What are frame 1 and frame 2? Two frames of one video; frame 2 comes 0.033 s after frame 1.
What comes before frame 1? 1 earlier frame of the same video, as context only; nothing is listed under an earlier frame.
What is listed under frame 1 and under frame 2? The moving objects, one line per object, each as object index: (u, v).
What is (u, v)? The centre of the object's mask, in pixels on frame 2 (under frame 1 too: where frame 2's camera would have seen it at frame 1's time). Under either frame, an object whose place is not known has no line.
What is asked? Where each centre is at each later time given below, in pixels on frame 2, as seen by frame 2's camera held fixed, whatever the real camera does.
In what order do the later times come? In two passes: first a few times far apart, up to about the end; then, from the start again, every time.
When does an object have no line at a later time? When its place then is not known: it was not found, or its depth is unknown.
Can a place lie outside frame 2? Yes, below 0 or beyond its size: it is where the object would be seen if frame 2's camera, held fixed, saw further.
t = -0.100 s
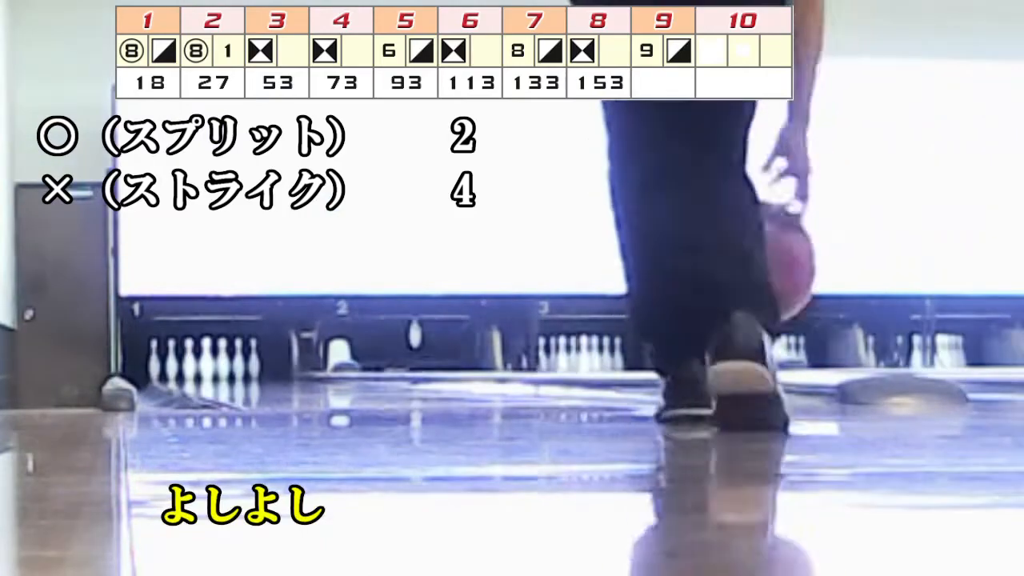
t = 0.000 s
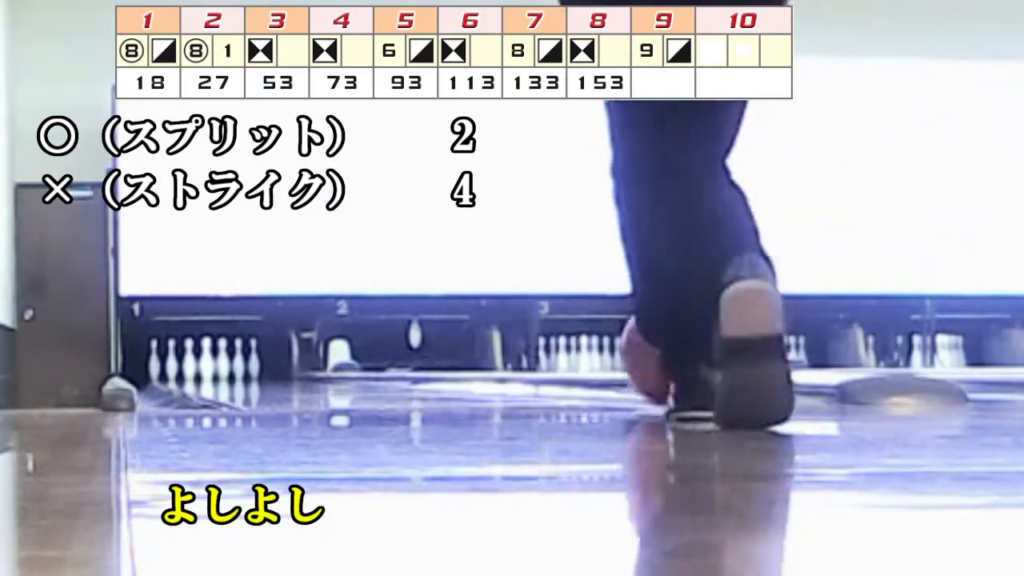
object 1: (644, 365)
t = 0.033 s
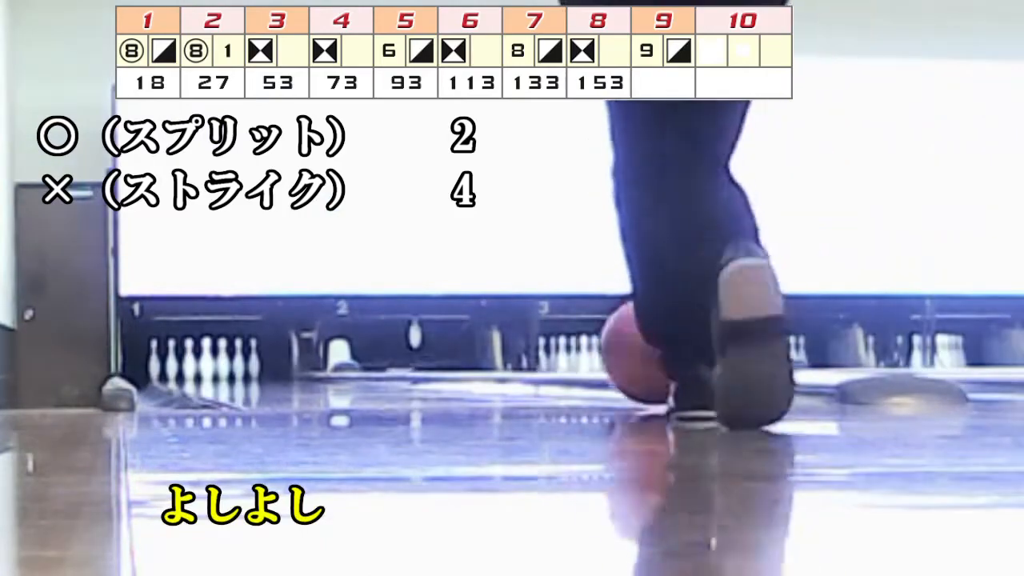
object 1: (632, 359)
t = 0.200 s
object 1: (564, 354)
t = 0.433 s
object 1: (479, 356)
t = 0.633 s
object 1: (427, 359)
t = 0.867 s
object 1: (382, 361)
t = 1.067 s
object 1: (352, 363)
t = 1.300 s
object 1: (323, 364)
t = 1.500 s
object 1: (304, 365)
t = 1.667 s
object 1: (290, 366)
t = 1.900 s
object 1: (273, 366)
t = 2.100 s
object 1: (261, 367)
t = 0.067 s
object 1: (622, 355)
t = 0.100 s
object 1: (609, 355)
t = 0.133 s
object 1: (595, 354)
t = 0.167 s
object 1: (580, 354)
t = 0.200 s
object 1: (564, 354)
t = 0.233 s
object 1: (550, 354)
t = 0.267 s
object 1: (536, 354)
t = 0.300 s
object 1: (523, 355)
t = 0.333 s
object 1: (511, 355)
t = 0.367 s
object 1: (500, 356)
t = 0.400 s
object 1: (490, 356)
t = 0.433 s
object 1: (479, 356)
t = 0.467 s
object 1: (470, 357)
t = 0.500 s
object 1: (461, 357)
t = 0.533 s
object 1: (452, 357)
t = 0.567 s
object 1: (443, 358)
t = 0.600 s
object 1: (435, 358)
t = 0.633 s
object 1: (427, 359)
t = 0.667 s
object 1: (420, 359)
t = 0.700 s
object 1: (413, 359)
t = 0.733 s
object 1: (406, 360)
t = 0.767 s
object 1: (400, 360)
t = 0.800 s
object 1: (394, 360)
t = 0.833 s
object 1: (388, 361)
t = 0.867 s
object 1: (382, 361)
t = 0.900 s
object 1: (377, 361)
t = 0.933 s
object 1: (372, 361)
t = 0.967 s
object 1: (367, 362)
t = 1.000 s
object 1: (362, 362)
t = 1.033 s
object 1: (357, 362)
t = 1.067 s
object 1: (352, 363)
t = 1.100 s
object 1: (348, 362)
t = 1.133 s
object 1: (343, 362)
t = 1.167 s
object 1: (339, 363)
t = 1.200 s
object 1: (335, 363)
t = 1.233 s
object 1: (332, 362)
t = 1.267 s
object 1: (327, 364)
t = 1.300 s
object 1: (323, 364)
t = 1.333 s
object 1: (319, 365)
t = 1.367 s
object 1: (316, 364)
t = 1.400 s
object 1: (313, 365)
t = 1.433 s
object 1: (310, 364)
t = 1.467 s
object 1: (307, 365)
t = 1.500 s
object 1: (304, 365)
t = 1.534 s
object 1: (301, 365)
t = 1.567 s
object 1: (299, 365)
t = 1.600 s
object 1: (296, 365)
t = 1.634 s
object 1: (293, 366)
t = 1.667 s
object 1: (290, 366)
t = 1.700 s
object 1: (288, 365)
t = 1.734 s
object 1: (285, 366)
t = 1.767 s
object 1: (283, 366)
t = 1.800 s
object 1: (280, 366)
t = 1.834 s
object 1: (278, 366)
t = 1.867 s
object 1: (276, 366)
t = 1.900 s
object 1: (273, 366)
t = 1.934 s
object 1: (271, 366)
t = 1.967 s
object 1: (268, 367)
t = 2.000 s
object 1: (266, 367)
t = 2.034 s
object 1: (265, 367)
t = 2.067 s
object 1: (264, 366)
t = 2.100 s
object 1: (261, 367)
